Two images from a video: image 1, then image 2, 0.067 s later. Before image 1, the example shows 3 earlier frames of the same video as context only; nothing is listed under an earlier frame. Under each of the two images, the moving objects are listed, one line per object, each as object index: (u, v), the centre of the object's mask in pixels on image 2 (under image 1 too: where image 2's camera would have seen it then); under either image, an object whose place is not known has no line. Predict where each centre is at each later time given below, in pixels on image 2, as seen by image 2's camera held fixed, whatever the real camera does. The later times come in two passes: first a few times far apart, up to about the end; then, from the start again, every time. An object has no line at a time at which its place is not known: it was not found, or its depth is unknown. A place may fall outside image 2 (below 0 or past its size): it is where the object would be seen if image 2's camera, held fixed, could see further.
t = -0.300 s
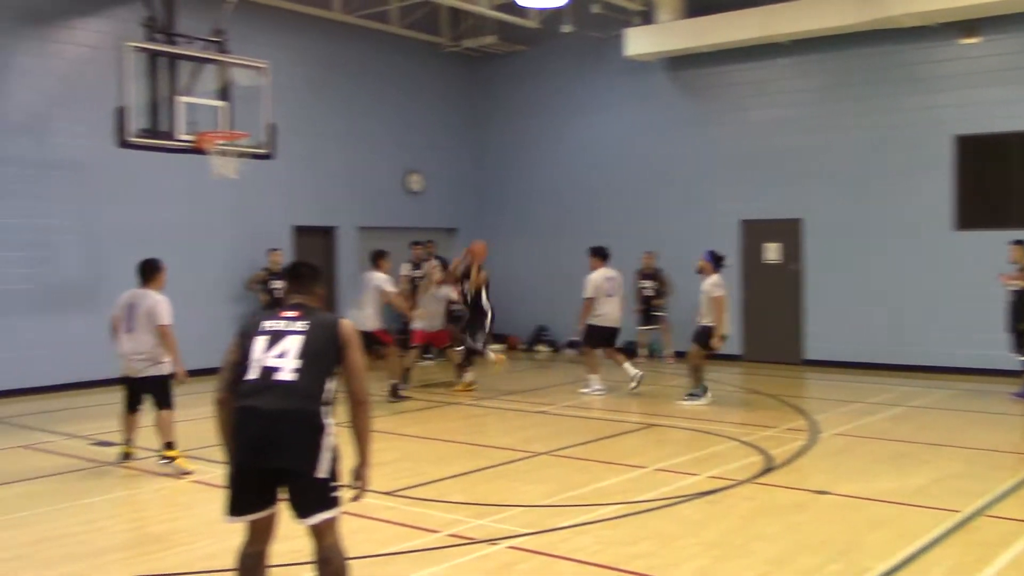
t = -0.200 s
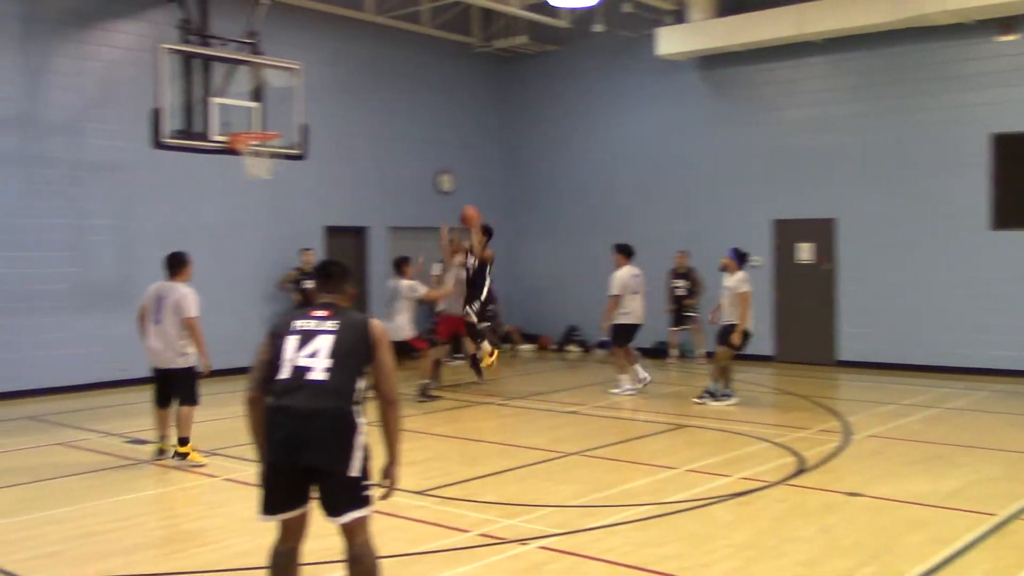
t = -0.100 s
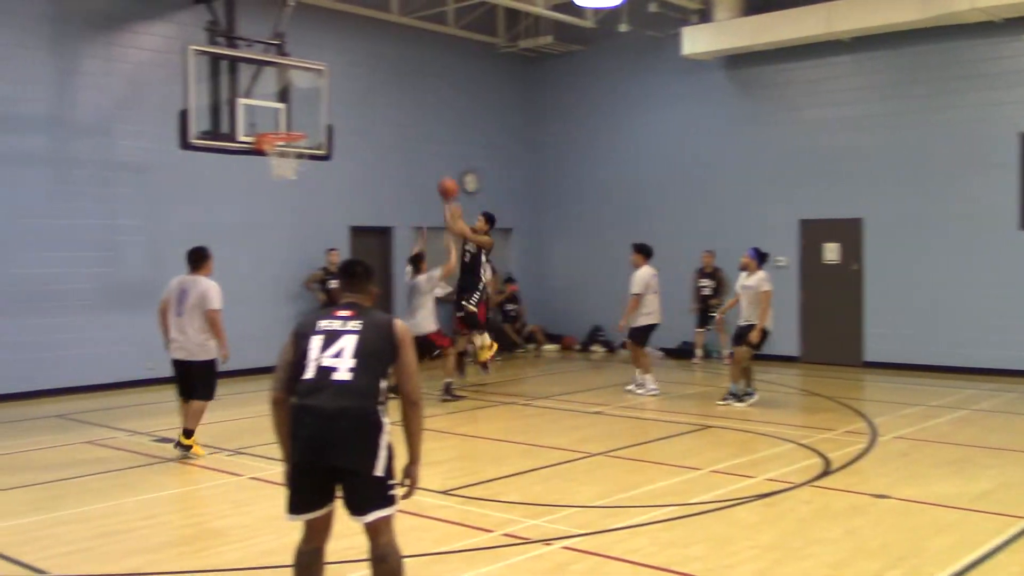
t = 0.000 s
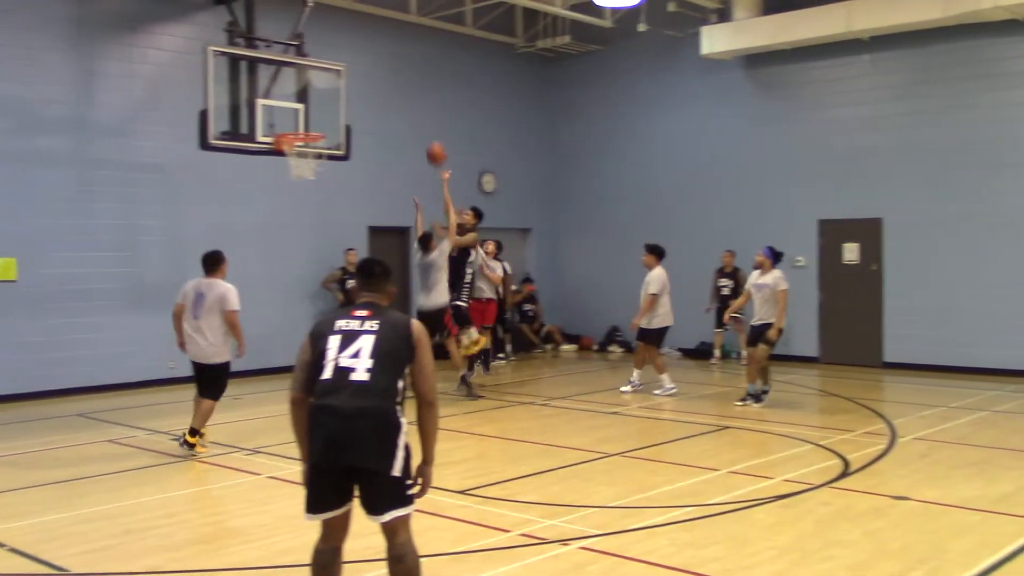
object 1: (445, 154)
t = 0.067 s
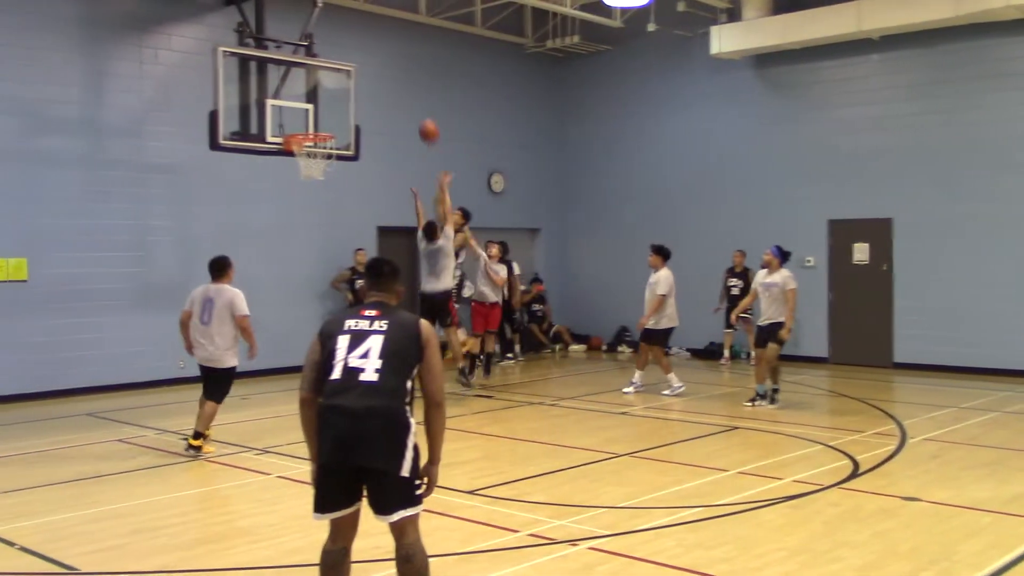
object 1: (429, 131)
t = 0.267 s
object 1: (379, 87)
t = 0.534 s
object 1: (319, 76)
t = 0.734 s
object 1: (306, 90)
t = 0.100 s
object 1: (421, 122)
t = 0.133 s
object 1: (413, 113)
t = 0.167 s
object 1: (404, 105)
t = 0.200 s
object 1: (396, 98)
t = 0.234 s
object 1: (388, 93)
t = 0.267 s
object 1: (379, 87)
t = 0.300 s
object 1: (371, 83)
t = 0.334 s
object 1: (363, 80)
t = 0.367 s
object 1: (354, 78)
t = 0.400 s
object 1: (345, 76)
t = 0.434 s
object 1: (338, 76)
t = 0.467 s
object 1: (328, 77)
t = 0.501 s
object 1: (322, 77)
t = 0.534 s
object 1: (319, 76)
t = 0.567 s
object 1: (317, 76)
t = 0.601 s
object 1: (315, 77)
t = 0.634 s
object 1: (313, 78)
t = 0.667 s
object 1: (310, 81)
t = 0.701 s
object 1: (307, 85)
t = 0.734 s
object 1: (306, 90)
